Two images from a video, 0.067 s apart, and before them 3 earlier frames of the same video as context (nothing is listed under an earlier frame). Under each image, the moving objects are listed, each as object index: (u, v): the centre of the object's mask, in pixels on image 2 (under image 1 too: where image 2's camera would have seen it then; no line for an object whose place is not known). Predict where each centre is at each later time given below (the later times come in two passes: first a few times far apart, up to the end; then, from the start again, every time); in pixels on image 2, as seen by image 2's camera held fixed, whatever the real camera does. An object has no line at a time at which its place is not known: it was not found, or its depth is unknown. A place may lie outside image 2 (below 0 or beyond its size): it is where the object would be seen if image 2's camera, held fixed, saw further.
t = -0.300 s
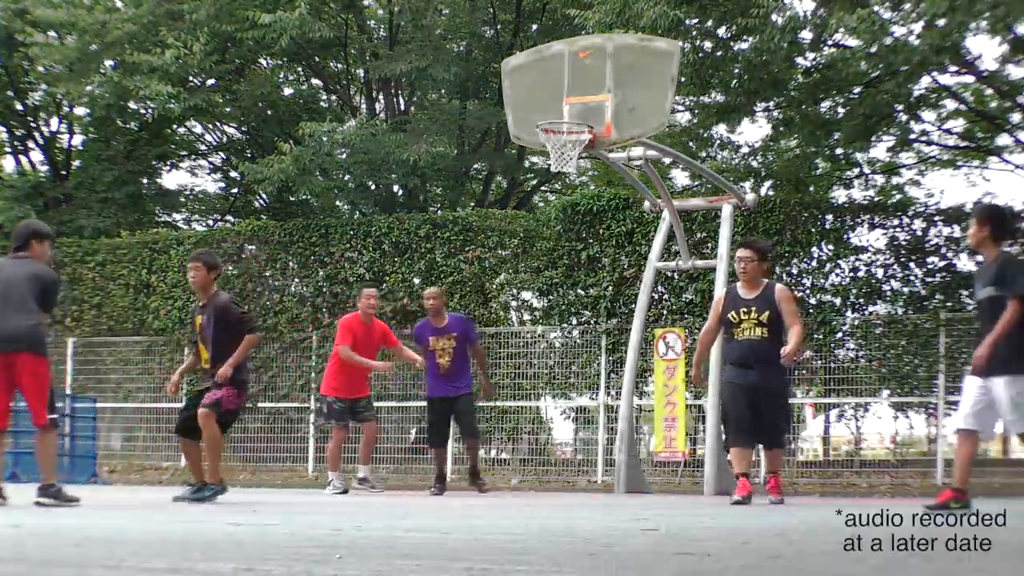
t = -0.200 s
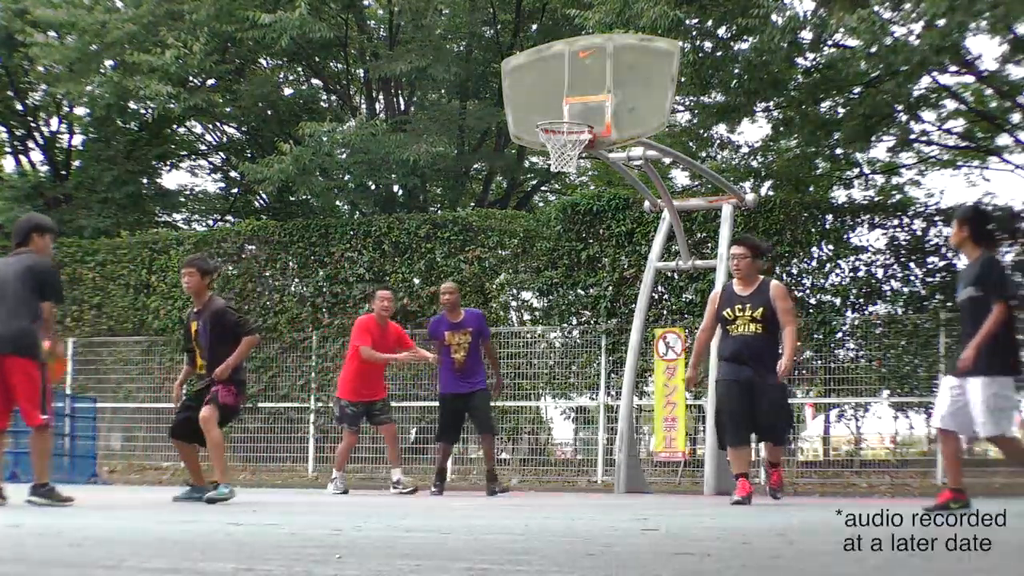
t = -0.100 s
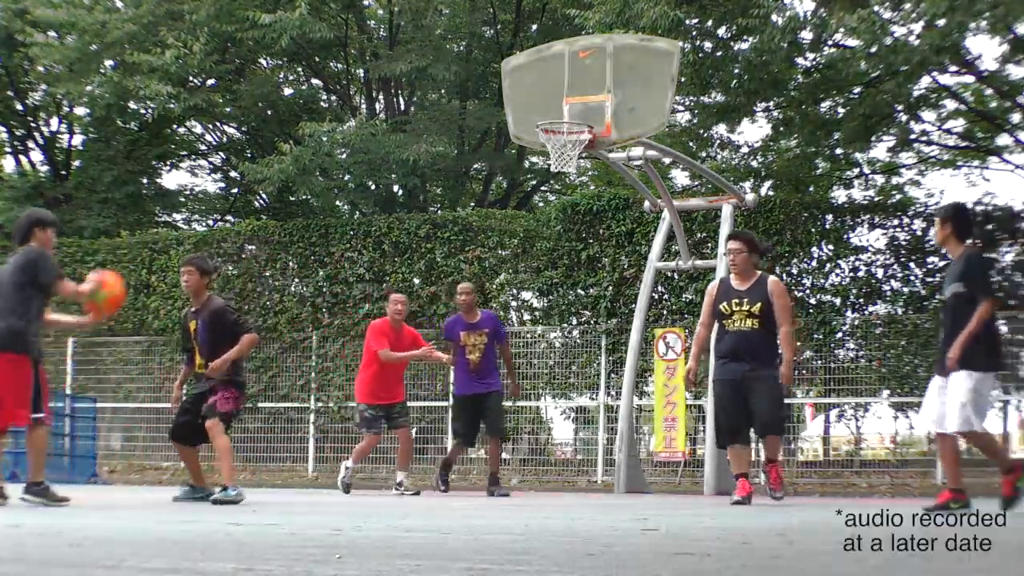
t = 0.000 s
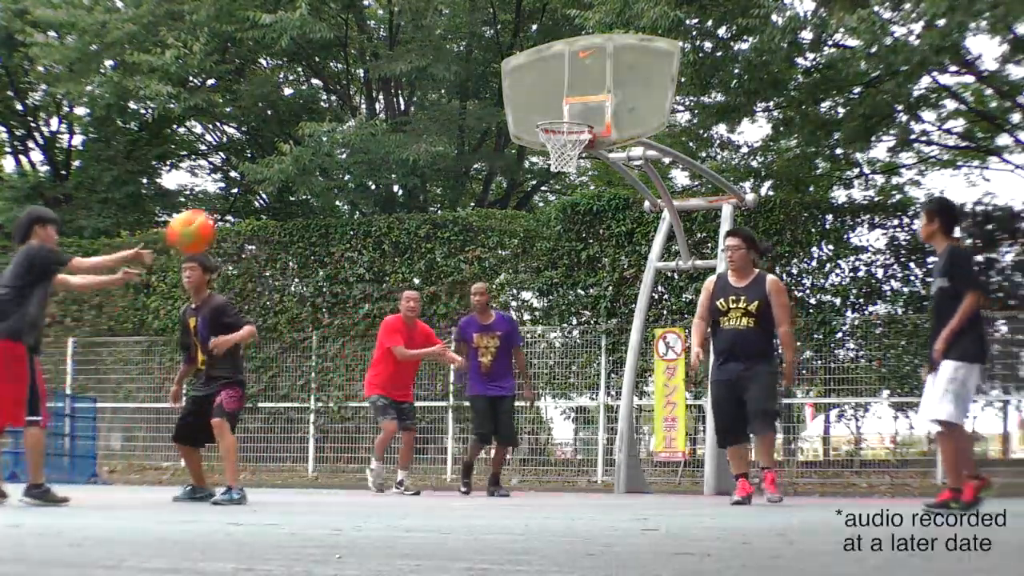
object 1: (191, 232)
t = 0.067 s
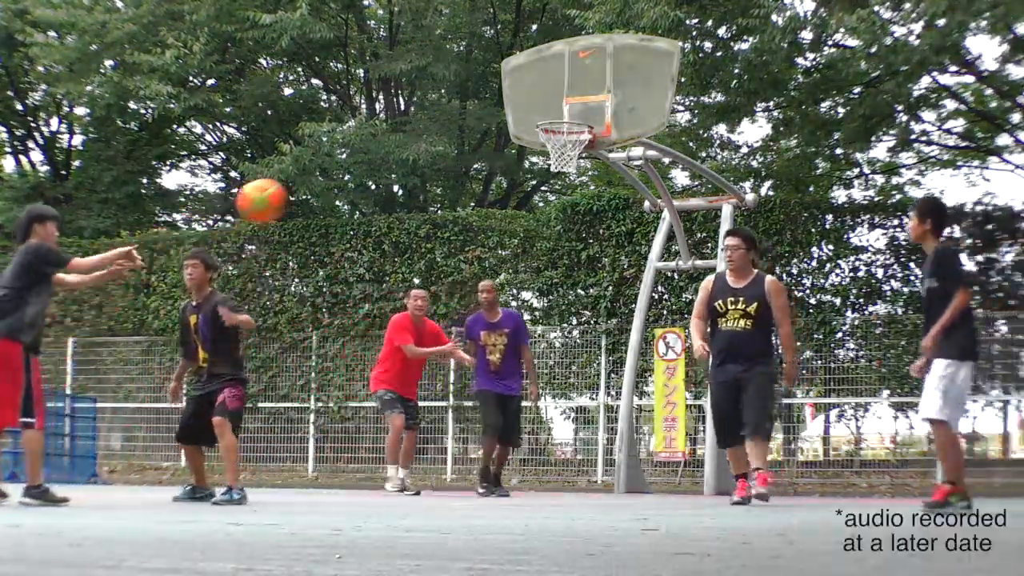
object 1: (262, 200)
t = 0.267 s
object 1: (474, 151)
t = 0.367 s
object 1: (581, 150)
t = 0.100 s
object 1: (296, 188)
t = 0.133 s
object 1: (332, 177)
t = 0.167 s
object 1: (367, 168)
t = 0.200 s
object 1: (402, 161)
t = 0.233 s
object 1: (437, 155)
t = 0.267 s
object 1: (474, 151)
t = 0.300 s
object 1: (508, 149)
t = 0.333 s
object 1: (543, 149)
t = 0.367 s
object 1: (581, 150)
